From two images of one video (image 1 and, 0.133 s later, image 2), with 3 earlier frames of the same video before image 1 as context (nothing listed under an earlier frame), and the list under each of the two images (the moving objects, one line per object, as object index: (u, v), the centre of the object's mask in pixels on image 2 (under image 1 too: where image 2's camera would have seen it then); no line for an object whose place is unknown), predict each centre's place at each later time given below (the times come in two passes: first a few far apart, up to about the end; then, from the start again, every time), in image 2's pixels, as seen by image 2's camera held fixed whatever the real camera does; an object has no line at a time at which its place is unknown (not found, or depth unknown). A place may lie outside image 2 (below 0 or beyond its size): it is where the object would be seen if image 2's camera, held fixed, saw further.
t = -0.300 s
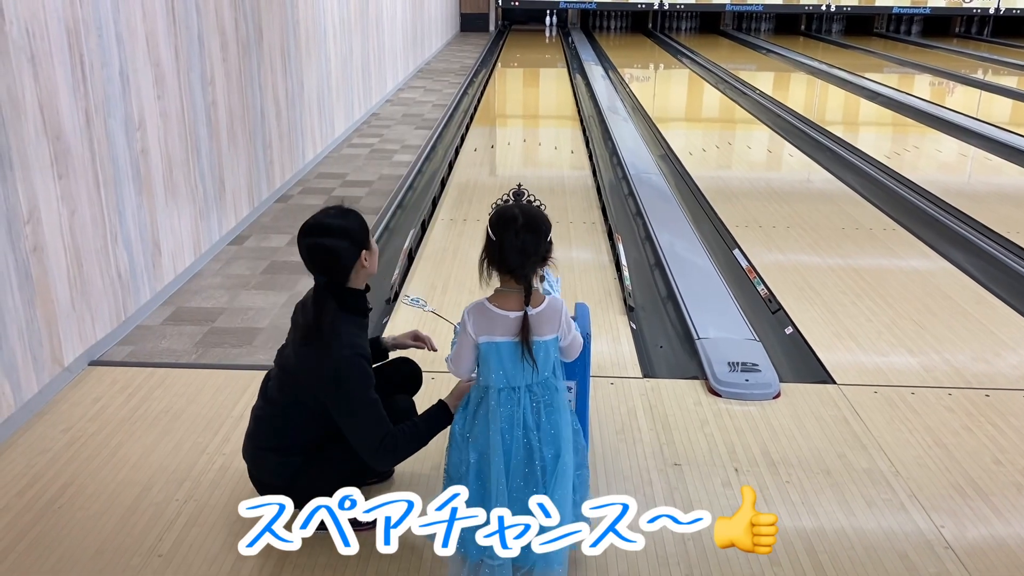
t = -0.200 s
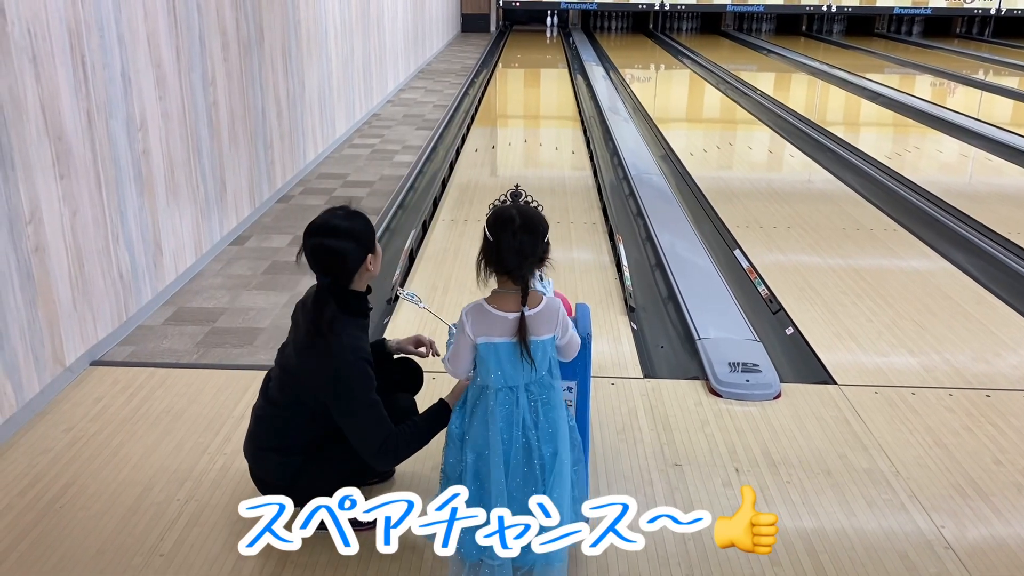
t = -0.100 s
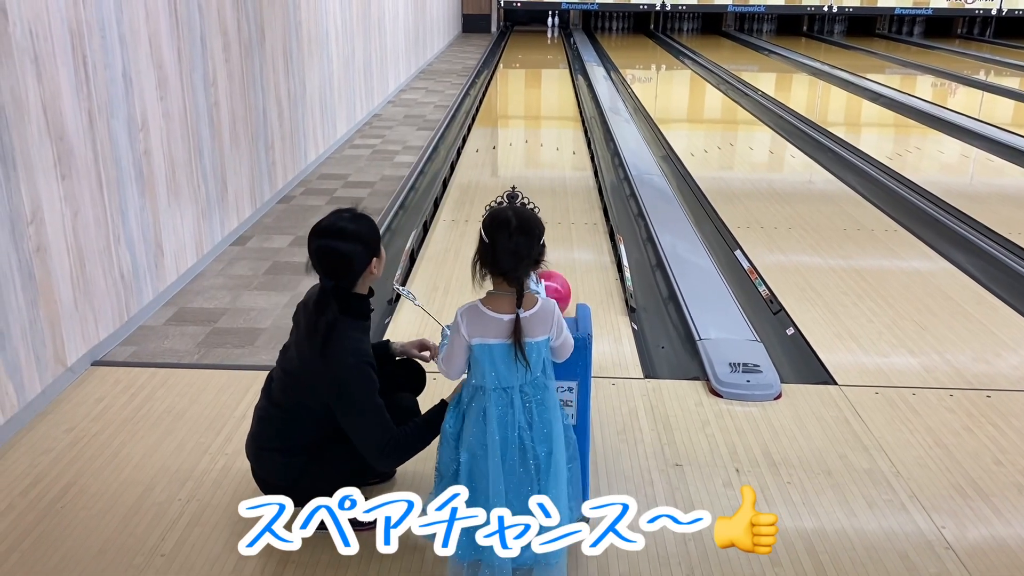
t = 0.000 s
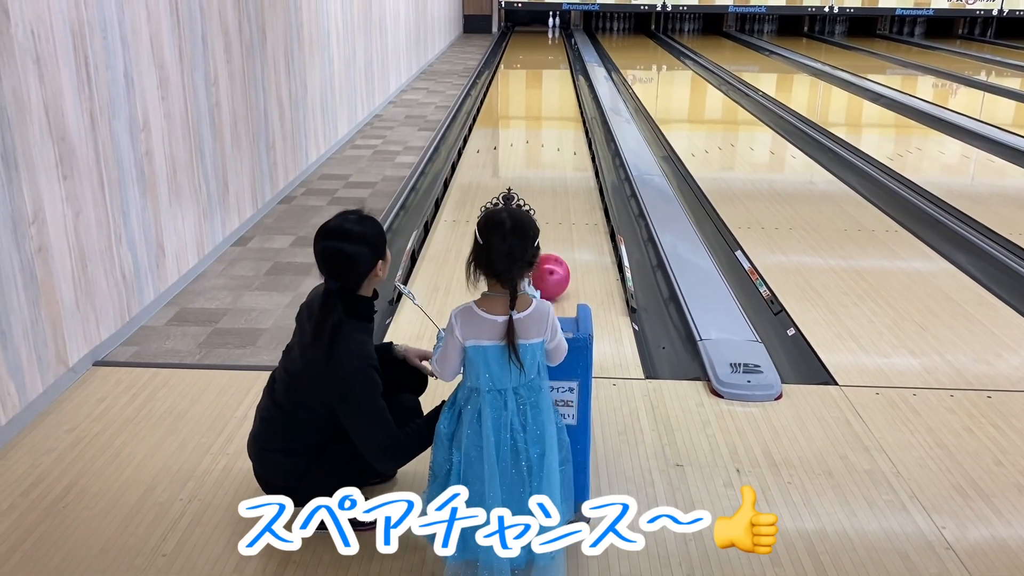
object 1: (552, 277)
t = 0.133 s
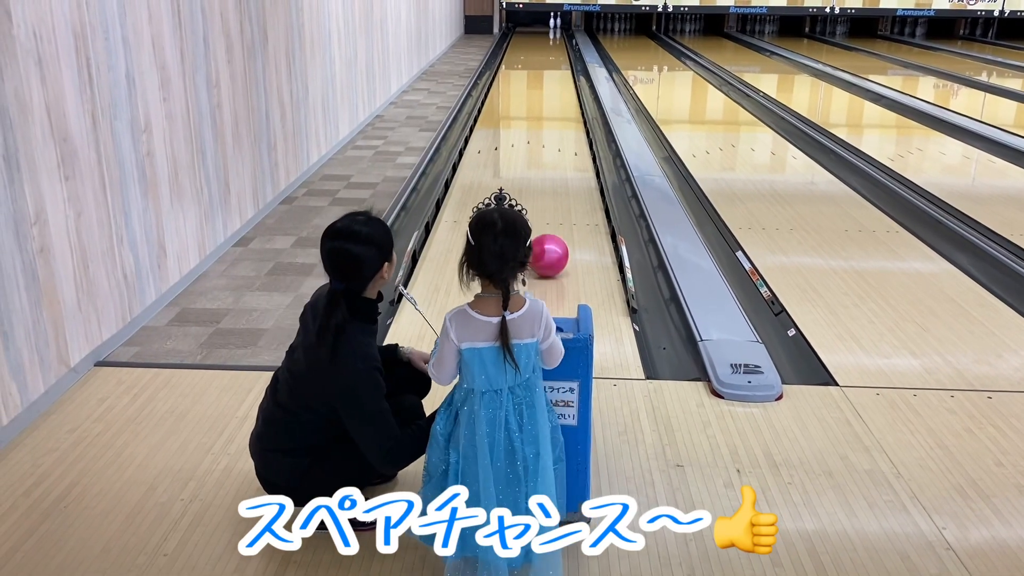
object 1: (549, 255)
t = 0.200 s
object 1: (548, 246)
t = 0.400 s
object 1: (547, 220)
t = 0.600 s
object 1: (546, 199)
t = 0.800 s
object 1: (546, 181)
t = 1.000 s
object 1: (546, 166)
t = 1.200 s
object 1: (546, 153)
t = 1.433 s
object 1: (546, 140)
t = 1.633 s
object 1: (546, 129)
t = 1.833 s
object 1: (546, 120)
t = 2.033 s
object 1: (547, 112)
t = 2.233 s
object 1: (547, 105)
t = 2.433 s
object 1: (547, 99)
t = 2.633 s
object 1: (547, 93)
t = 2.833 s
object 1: (548, 88)
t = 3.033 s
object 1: (548, 83)
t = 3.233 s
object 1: (549, 78)
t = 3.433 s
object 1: (550, 74)
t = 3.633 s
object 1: (550, 70)
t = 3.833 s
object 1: (551, 67)
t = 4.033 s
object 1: (551, 64)
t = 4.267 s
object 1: (552, 60)
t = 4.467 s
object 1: (553, 58)
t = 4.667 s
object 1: (553, 55)
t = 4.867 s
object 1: (554, 52)
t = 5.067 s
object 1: (554, 50)
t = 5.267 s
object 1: (555, 47)
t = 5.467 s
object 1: (555, 45)
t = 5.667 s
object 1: (556, 44)
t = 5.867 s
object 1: (556, 42)
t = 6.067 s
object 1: (557, 40)
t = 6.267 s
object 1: (557, 37)
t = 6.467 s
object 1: (558, 36)
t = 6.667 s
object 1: (557, 35)
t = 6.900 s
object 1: (557, 33)
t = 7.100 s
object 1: (556, 32)
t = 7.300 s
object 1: (555, 31)
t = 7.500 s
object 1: (555, 30)
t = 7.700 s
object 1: (555, 29)
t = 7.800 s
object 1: (554, 29)
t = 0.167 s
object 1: (548, 250)
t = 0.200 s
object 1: (548, 246)
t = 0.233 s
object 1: (547, 241)
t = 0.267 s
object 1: (547, 237)
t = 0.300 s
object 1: (547, 232)
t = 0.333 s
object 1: (547, 228)
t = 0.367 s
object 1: (547, 224)
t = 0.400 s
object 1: (547, 220)
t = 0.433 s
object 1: (547, 217)
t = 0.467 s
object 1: (546, 213)
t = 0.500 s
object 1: (546, 209)
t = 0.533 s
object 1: (546, 206)
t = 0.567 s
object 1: (546, 203)
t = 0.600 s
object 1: (546, 199)
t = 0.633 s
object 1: (546, 196)
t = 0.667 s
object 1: (546, 193)
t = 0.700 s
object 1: (546, 190)
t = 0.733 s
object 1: (546, 187)
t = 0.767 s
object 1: (546, 184)
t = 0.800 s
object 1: (546, 181)
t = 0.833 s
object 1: (546, 179)
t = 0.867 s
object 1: (546, 176)
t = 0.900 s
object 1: (546, 173)
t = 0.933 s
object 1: (546, 171)
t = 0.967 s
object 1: (546, 168)
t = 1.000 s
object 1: (546, 166)
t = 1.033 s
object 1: (546, 164)
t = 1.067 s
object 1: (546, 161)
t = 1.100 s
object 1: (546, 159)
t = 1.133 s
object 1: (546, 157)
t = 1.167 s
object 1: (546, 155)
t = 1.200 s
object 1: (546, 153)
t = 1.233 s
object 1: (546, 151)
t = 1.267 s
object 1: (546, 149)
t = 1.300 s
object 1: (546, 147)
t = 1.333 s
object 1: (546, 145)
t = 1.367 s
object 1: (546, 143)
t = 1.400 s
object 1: (546, 141)
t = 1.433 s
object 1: (546, 140)
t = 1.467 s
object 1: (546, 138)
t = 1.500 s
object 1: (546, 136)
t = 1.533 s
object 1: (546, 134)
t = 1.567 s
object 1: (546, 133)
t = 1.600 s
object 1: (546, 131)
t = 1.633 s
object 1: (546, 129)
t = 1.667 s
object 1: (546, 128)
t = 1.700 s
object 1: (546, 126)
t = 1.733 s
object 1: (546, 125)
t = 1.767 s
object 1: (546, 123)
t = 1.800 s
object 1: (546, 122)
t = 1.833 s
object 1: (546, 120)
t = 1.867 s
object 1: (546, 119)
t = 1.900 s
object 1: (546, 118)
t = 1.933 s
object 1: (546, 116)
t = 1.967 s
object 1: (546, 115)
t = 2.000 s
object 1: (546, 114)
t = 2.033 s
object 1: (547, 112)
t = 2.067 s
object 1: (547, 111)
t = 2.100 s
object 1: (547, 110)
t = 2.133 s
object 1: (547, 109)
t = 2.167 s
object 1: (547, 108)
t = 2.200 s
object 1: (547, 106)
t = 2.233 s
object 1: (547, 105)
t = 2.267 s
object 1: (547, 104)
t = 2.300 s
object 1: (547, 103)
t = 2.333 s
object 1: (547, 102)
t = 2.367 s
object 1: (547, 101)
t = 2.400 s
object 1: (547, 100)
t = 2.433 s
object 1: (547, 99)
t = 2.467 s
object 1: (547, 98)
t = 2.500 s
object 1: (547, 97)
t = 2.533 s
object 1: (547, 96)
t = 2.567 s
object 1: (547, 95)
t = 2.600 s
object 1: (547, 94)
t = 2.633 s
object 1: (547, 93)
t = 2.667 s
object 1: (548, 92)
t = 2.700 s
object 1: (548, 91)
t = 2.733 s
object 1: (548, 90)
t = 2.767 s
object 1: (548, 89)
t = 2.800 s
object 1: (548, 89)
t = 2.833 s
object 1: (548, 88)
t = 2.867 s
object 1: (548, 87)
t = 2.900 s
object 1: (548, 86)
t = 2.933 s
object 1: (548, 85)
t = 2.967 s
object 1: (548, 84)
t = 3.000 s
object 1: (548, 84)
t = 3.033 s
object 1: (548, 83)
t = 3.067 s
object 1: (548, 82)
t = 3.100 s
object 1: (549, 81)
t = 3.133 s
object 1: (549, 81)
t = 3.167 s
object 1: (549, 80)
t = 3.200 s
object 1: (549, 79)
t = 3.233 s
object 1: (549, 78)
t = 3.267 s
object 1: (549, 78)
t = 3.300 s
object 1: (549, 77)
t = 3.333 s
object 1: (549, 76)
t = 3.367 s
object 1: (549, 76)
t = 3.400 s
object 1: (549, 75)
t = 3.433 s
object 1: (550, 74)
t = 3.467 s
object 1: (550, 74)
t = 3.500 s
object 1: (549, 73)
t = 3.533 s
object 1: (550, 72)
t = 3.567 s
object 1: (550, 72)
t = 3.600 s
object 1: (550, 71)
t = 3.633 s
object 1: (550, 70)
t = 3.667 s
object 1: (550, 70)
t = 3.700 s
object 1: (550, 69)
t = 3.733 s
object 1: (551, 69)
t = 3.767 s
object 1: (551, 68)
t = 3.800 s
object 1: (551, 68)
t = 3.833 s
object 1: (551, 67)
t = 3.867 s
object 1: (551, 66)
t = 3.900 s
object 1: (551, 66)
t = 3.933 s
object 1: (551, 65)
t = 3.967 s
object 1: (551, 65)
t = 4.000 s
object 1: (551, 64)
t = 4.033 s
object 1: (551, 64)
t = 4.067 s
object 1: (552, 63)
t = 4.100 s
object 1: (552, 63)
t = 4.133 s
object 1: (552, 62)
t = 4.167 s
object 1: (552, 62)
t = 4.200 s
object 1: (552, 61)
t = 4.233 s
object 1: (552, 61)
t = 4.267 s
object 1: (552, 60)
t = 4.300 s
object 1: (552, 60)
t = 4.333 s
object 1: (552, 60)
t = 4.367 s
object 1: (552, 59)
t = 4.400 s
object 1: (553, 59)
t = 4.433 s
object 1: (553, 58)
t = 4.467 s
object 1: (553, 58)
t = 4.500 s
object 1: (553, 57)
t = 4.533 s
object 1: (553, 56)
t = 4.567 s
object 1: (553, 56)
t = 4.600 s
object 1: (553, 56)
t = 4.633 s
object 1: (553, 55)
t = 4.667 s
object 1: (553, 55)
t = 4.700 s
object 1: (554, 54)
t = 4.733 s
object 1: (554, 54)
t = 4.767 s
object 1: (554, 54)
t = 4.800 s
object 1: (554, 53)
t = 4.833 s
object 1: (554, 53)
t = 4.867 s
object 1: (554, 52)
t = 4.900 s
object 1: (554, 52)
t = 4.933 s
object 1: (554, 51)
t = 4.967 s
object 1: (554, 51)
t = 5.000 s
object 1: (554, 51)
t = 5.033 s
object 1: (554, 50)
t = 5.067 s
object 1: (554, 50)
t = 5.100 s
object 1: (554, 49)
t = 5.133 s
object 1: (554, 48)
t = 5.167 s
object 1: (555, 48)
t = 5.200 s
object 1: (555, 48)
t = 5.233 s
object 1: (555, 47)
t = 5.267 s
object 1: (555, 47)
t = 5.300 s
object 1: (555, 47)
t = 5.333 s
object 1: (555, 47)
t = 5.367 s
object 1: (555, 46)
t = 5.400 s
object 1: (555, 46)
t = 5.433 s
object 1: (555, 46)
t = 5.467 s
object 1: (555, 45)
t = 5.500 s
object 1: (555, 45)
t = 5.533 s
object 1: (555, 45)
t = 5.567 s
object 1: (556, 44)
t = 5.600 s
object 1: (556, 44)
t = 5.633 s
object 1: (556, 44)
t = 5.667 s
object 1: (556, 44)
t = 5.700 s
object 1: (556, 43)
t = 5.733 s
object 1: (556, 43)
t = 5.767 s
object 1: (556, 43)
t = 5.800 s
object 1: (556, 42)
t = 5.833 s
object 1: (556, 42)
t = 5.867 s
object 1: (556, 42)
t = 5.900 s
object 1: (556, 42)
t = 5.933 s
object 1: (556, 41)
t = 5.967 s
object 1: (557, 41)
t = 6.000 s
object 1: (557, 40)
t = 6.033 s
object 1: (557, 40)
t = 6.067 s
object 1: (557, 40)
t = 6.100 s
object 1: (557, 39)
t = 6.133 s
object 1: (557, 39)
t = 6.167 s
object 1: (557, 39)
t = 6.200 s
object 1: (557, 39)
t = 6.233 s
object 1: (557, 38)
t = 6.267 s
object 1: (557, 37)
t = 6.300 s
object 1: (557, 38)
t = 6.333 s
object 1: (557, 37)
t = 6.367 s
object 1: (557, 37)
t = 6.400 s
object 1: (558, 37)
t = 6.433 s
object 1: (557, 37)
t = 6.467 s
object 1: (558, 36)
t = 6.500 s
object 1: (558, 36)
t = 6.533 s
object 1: (557, 36)
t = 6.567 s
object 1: (558, 36)
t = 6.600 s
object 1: (557, 36)
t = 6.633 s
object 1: (557, 35)
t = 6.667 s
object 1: (557, 35)
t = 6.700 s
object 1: (557, 35)
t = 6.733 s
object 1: (557, 35)
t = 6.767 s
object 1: (557, 34)
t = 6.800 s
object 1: (557, 34)
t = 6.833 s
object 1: (557, 34)
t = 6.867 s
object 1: (557, 33)
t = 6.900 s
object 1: (557, 33)
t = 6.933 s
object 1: (557, 33)
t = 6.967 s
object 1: (557, 33)
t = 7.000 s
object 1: (556, 33)
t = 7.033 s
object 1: (556, 33)
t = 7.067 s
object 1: (556, 32)
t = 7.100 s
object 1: (556, 32)
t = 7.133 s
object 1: (556, 32)
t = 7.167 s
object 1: (556, 32)
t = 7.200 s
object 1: (556, 31)
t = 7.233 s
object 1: (556, 31)
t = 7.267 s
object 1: (556, 31)
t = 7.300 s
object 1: (555, 31)
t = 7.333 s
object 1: (555, 31)
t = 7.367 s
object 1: (555, 30)
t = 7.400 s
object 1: (555, 30)
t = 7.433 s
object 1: (555, 30)
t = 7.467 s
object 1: (555, 30)
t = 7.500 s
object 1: (555, 30)
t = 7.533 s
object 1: (555, 29)
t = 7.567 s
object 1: (555, 29)
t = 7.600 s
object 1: (555, 29)
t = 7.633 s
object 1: (555, 29)
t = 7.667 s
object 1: (555, 29)
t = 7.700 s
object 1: (555, 29)
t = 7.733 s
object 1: (555, 29)
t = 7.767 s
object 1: (555, 28)
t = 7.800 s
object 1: (554, 29)
